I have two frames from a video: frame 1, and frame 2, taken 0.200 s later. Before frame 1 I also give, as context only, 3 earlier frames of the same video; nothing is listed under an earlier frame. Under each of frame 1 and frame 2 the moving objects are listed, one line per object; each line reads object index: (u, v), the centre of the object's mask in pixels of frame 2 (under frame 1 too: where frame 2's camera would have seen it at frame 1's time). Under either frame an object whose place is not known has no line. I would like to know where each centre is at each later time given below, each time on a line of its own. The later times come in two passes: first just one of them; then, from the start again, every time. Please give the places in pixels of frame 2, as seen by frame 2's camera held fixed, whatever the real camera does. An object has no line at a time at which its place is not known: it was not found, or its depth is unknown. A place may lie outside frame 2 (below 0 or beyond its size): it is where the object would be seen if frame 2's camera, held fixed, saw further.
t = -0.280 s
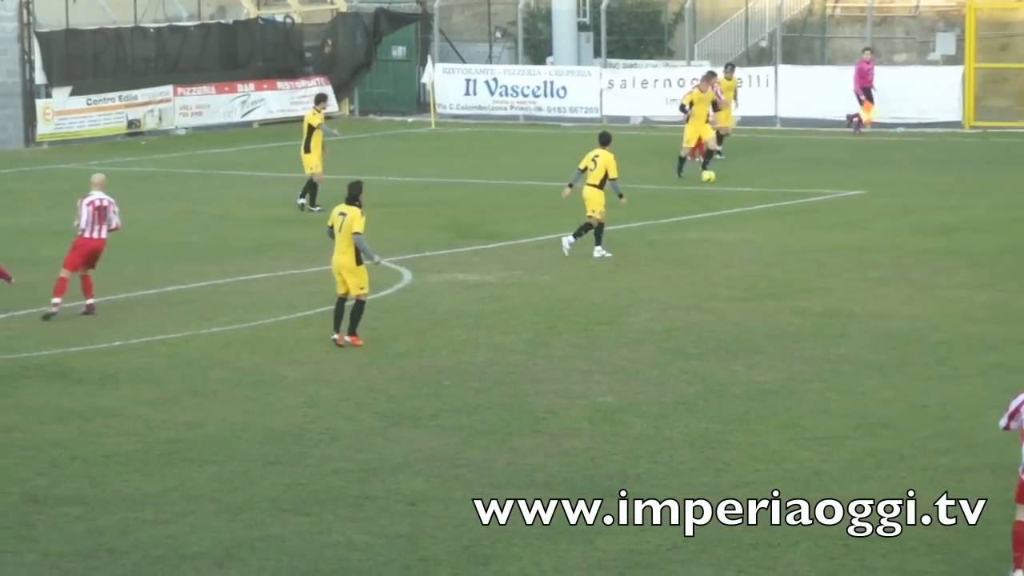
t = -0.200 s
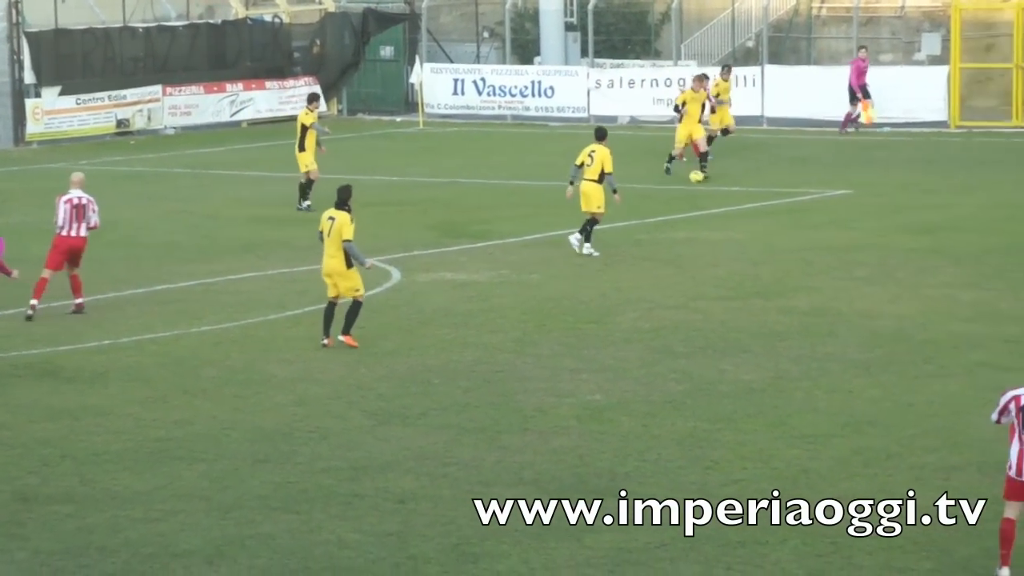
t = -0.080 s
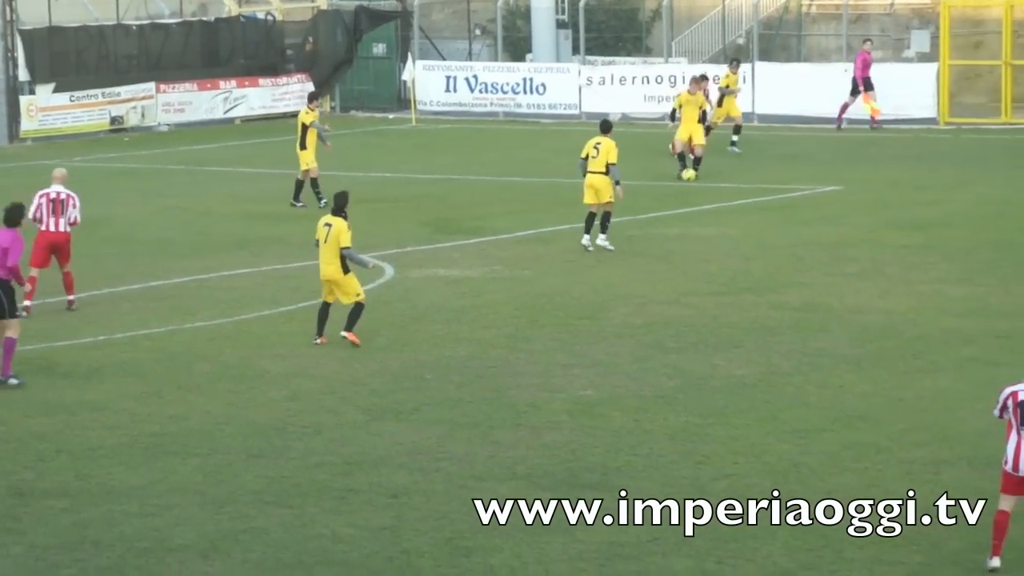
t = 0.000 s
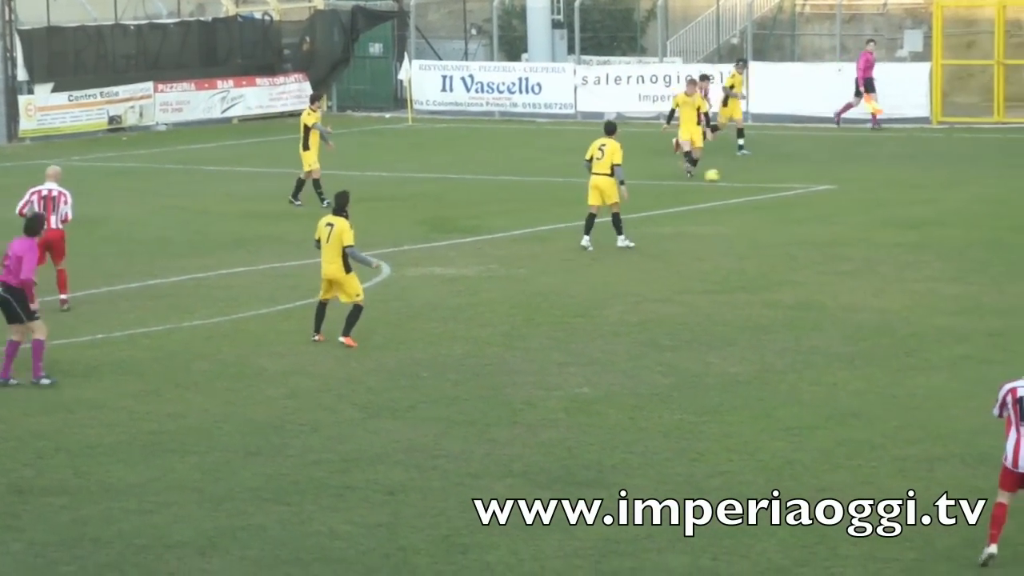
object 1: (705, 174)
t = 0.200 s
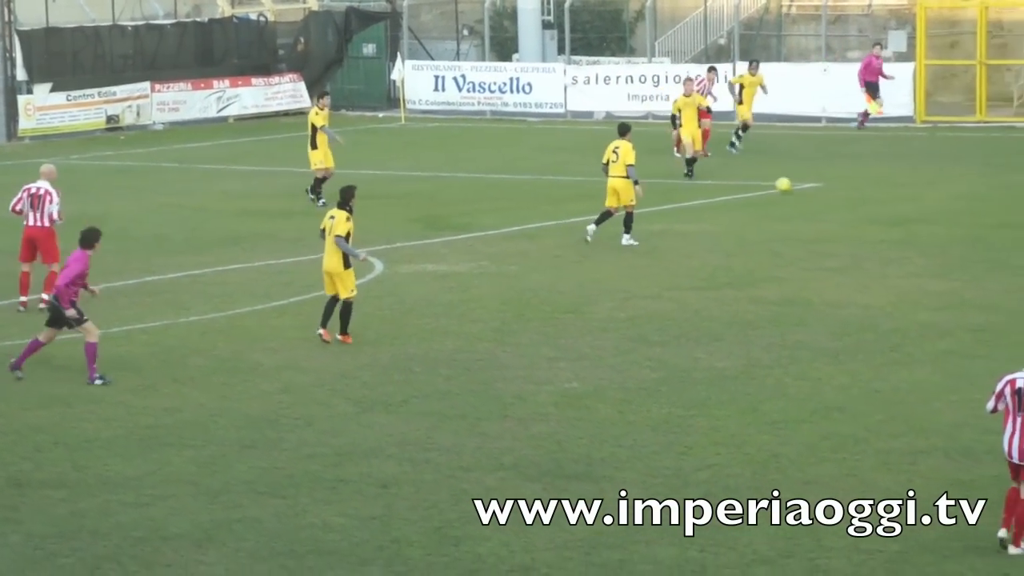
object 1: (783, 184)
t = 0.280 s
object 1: (814, 189)
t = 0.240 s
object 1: (798, 185)
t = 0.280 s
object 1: (814, 189)
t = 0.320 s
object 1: (828, 194)
